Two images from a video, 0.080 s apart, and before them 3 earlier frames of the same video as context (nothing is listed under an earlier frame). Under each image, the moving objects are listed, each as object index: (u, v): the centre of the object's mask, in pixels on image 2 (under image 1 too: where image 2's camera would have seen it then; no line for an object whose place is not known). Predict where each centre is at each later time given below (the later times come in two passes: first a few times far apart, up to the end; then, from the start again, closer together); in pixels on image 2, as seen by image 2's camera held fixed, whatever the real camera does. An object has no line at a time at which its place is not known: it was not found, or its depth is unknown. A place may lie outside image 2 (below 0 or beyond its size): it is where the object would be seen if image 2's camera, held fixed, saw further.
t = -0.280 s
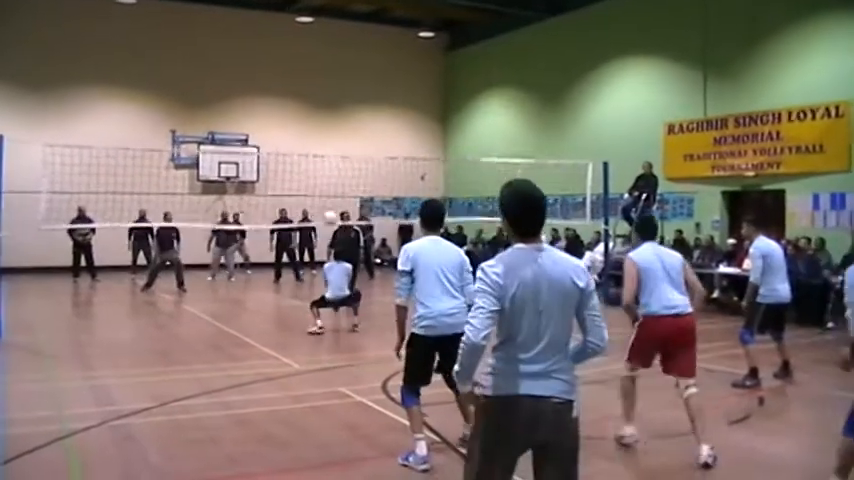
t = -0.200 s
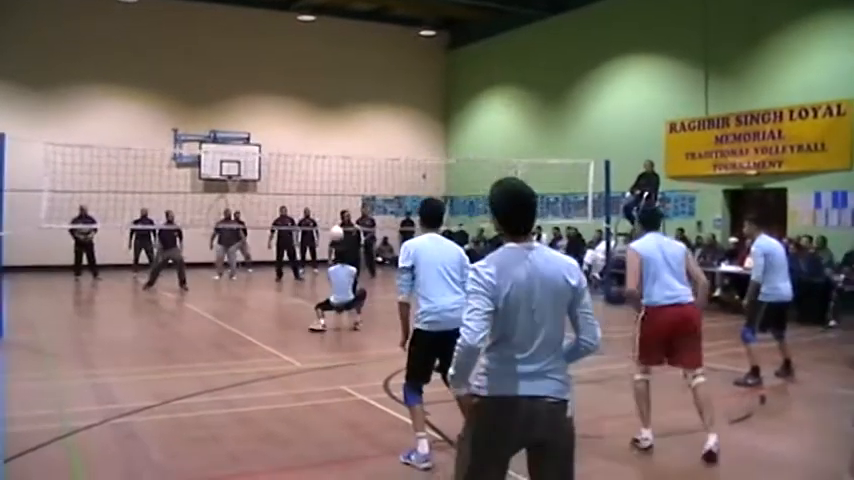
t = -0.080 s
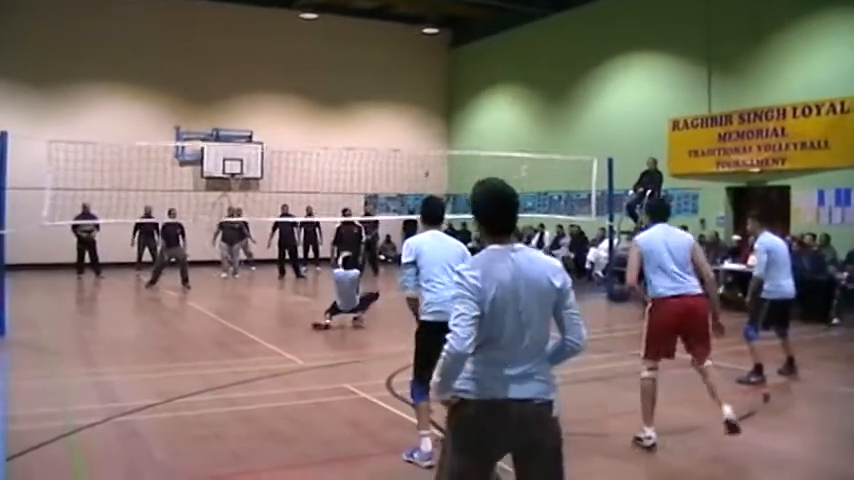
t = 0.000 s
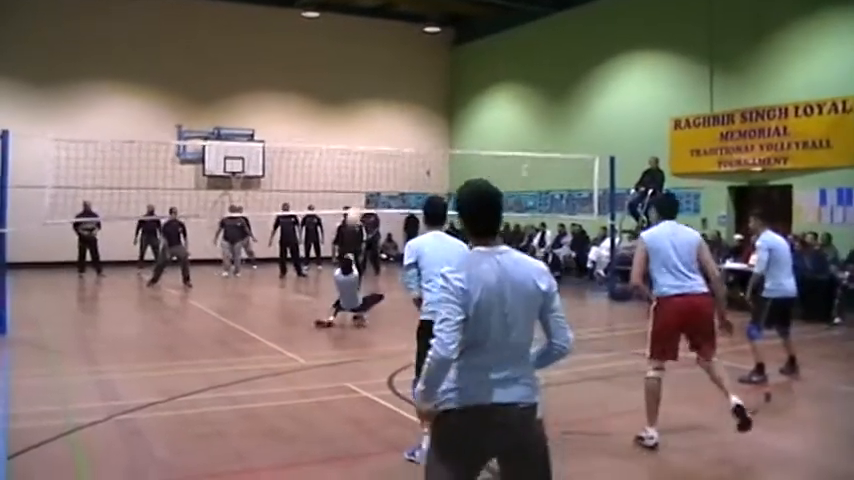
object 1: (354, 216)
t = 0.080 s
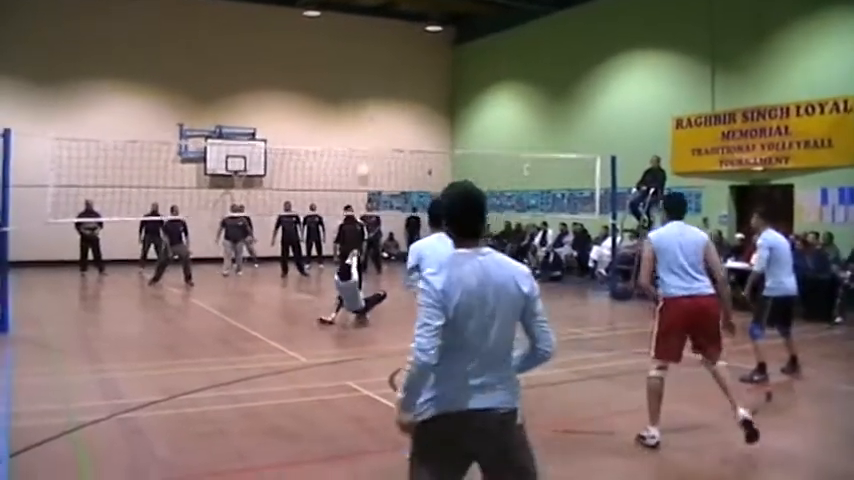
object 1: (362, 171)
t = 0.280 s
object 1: (383, 83)
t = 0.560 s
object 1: (418, -2)
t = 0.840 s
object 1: (460, -31)
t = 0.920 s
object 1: (474, -26)
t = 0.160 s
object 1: (370, 134)
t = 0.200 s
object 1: (375, 116)
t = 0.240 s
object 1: (379, 96)
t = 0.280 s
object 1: (383, 83)
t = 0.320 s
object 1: (387, 68)
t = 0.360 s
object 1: (392, 55)
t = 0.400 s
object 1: (397, 42)
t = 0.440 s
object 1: (403, 30)
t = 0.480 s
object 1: (407, 18)
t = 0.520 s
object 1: (413, 8)
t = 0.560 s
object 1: (418, -2)
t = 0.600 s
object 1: (423, -10)
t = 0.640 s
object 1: (429, -17)
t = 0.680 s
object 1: (435, -23)
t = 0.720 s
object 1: (441, -27)
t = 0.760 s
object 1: (447, -30)
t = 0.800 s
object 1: (454, -31)
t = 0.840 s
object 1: (460, -31)
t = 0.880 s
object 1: (467, -29)
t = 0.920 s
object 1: (474, -26)
